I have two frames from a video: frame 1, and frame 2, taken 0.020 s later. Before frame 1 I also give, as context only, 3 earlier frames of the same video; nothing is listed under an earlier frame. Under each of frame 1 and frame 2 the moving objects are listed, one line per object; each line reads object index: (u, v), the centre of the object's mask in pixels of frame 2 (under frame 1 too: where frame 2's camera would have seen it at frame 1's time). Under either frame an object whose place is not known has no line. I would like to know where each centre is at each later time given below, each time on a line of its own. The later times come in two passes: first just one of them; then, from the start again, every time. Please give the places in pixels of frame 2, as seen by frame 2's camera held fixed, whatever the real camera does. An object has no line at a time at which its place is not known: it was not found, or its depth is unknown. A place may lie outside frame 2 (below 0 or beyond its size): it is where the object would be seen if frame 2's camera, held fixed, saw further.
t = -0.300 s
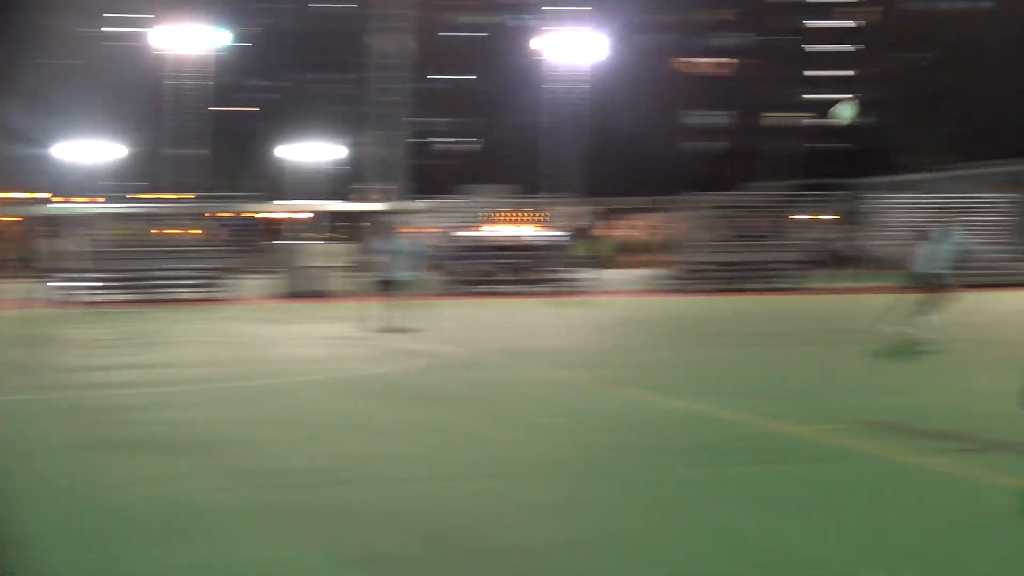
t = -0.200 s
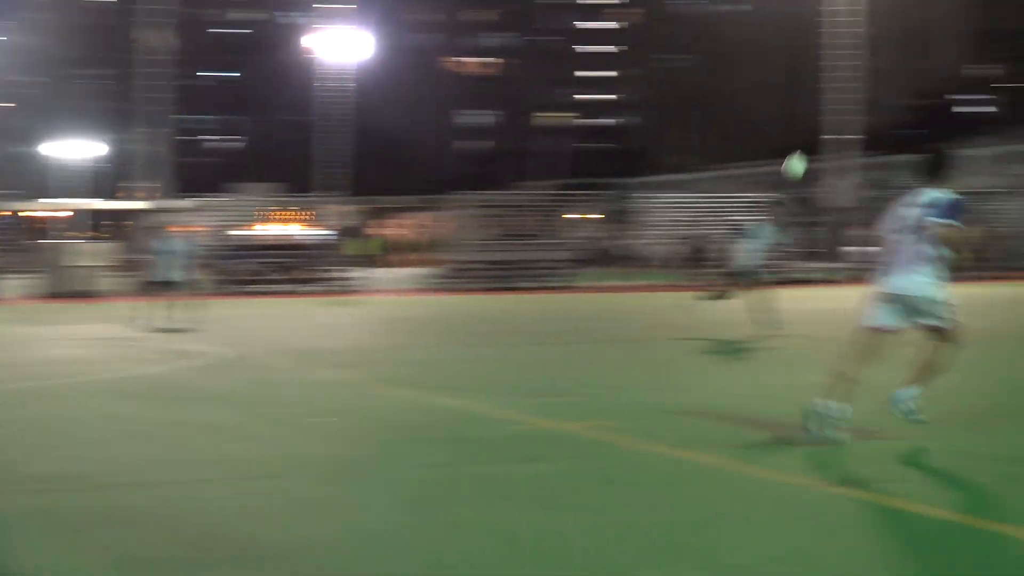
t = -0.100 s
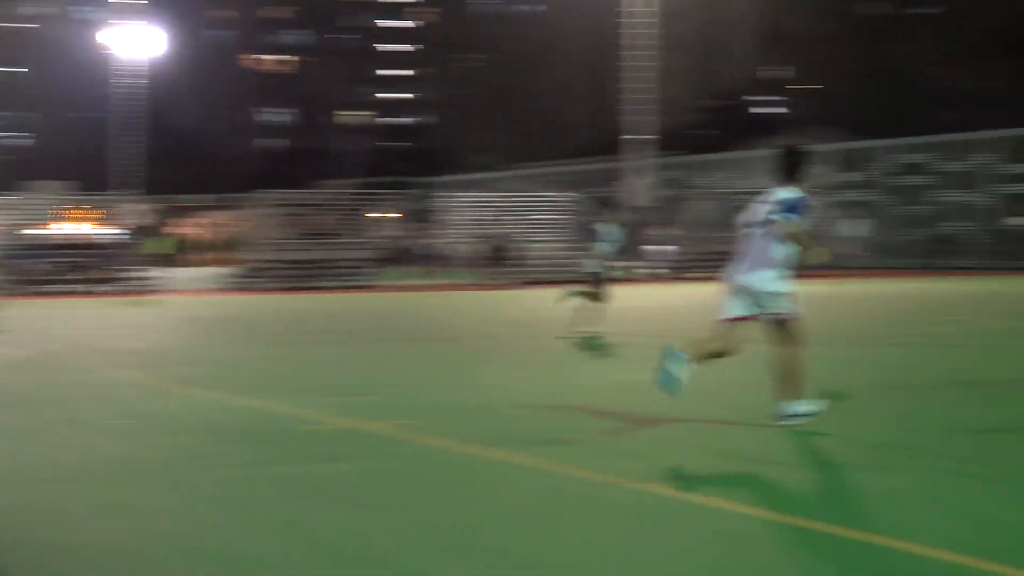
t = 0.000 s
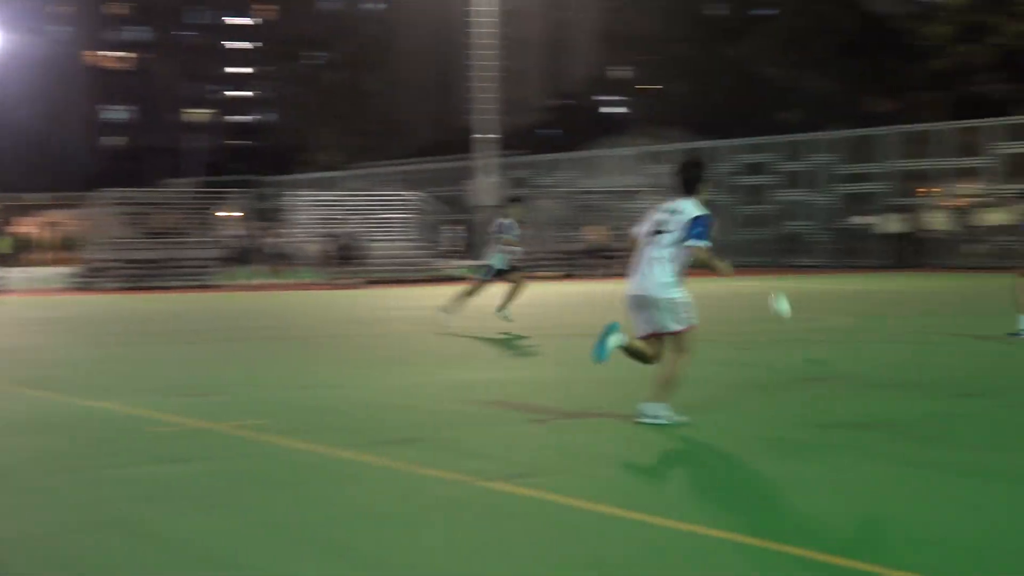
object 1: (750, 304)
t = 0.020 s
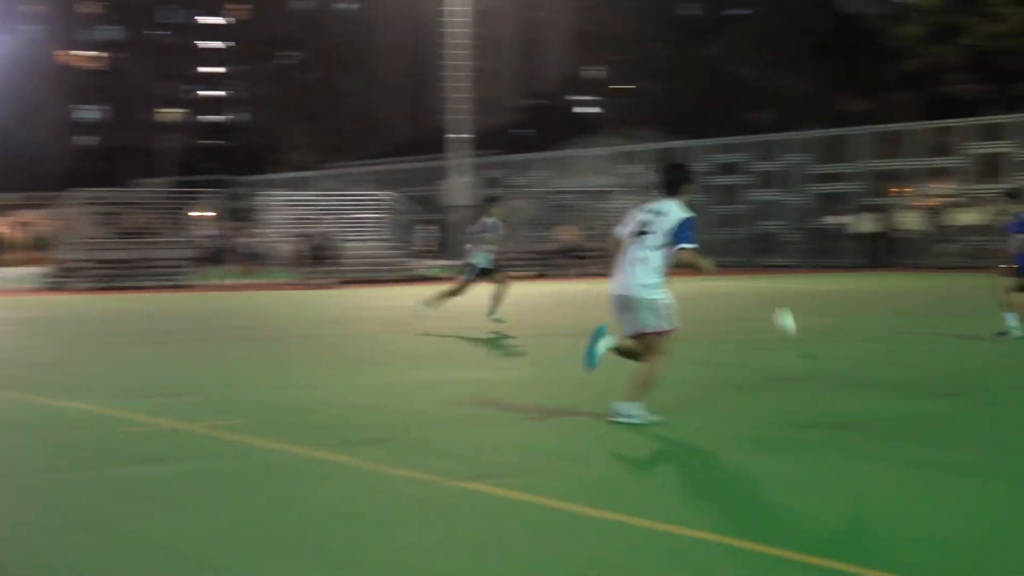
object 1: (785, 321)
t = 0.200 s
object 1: (971, 238)
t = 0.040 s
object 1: (813, 338)
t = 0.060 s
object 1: (833, 330)
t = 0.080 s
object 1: (849, 316)
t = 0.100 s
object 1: (871, 303)
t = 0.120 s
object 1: (895, 286)
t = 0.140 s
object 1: (914, 273)
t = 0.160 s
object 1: (933, 261)
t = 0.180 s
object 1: (952, 249)
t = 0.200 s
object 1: (971, 238)
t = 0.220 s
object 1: (990, 226)
